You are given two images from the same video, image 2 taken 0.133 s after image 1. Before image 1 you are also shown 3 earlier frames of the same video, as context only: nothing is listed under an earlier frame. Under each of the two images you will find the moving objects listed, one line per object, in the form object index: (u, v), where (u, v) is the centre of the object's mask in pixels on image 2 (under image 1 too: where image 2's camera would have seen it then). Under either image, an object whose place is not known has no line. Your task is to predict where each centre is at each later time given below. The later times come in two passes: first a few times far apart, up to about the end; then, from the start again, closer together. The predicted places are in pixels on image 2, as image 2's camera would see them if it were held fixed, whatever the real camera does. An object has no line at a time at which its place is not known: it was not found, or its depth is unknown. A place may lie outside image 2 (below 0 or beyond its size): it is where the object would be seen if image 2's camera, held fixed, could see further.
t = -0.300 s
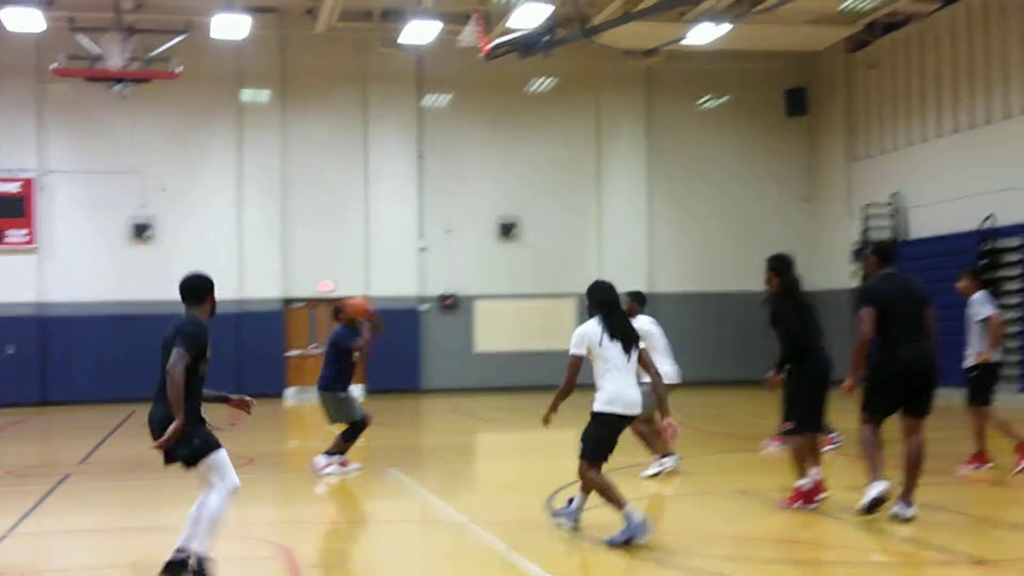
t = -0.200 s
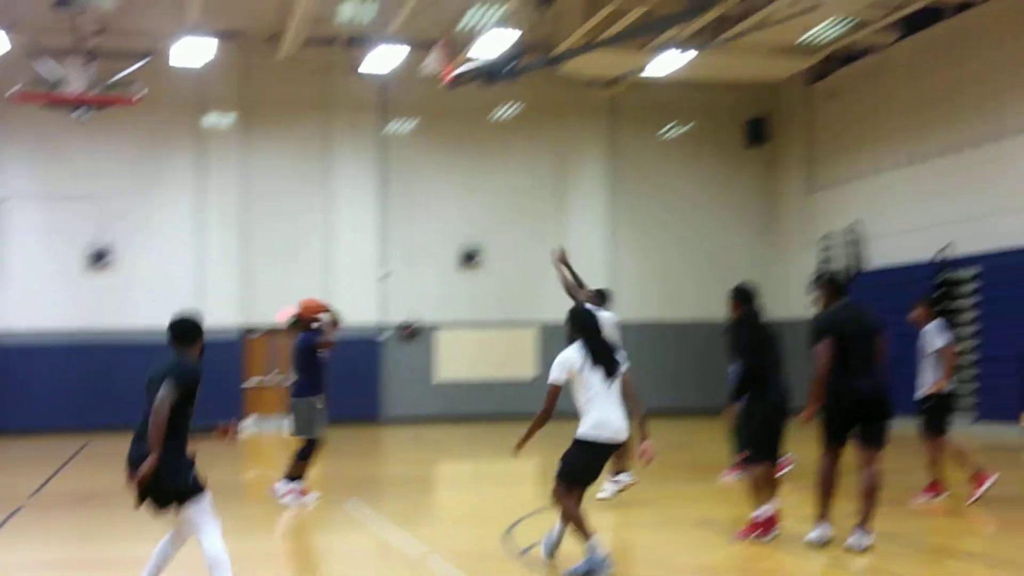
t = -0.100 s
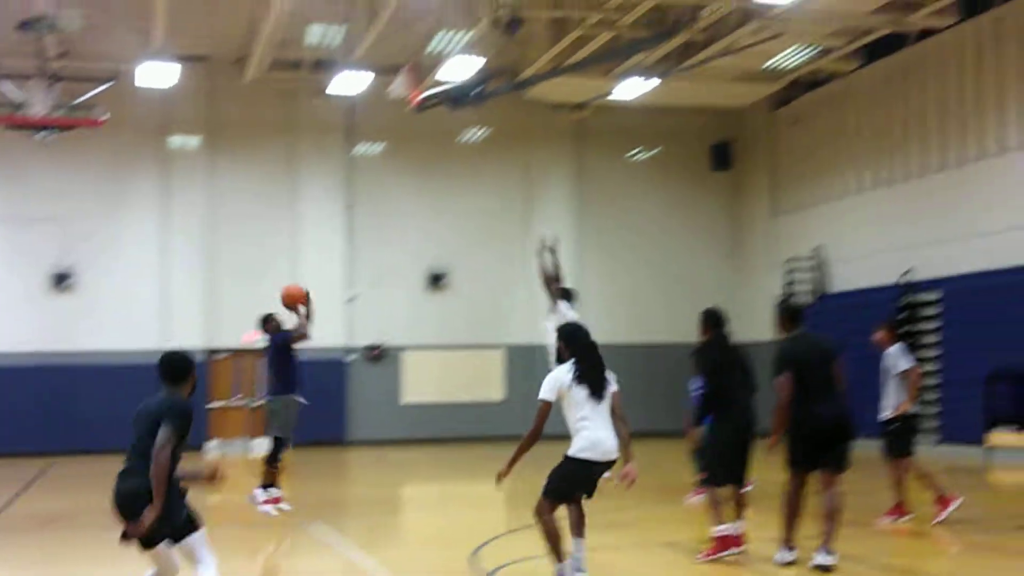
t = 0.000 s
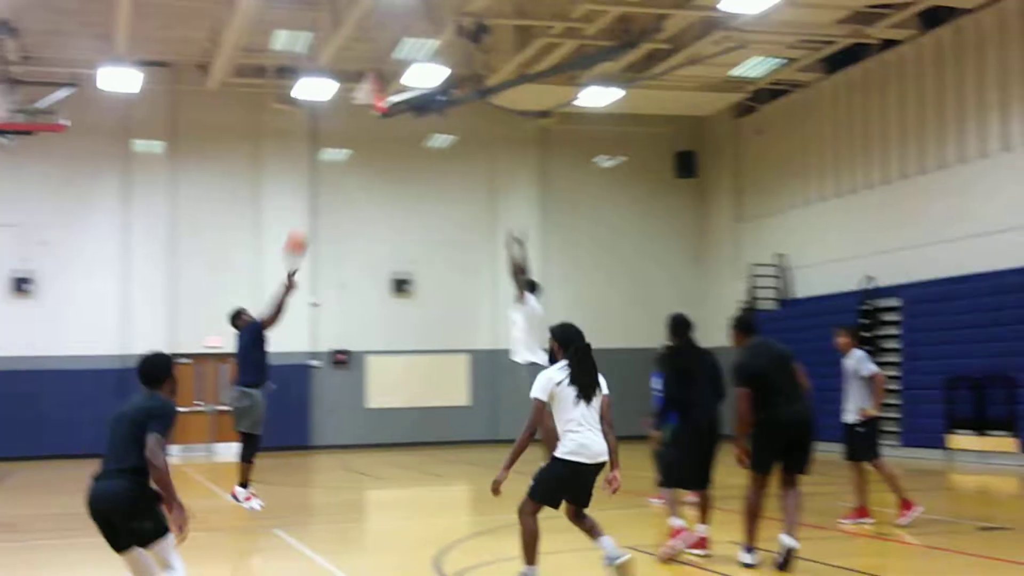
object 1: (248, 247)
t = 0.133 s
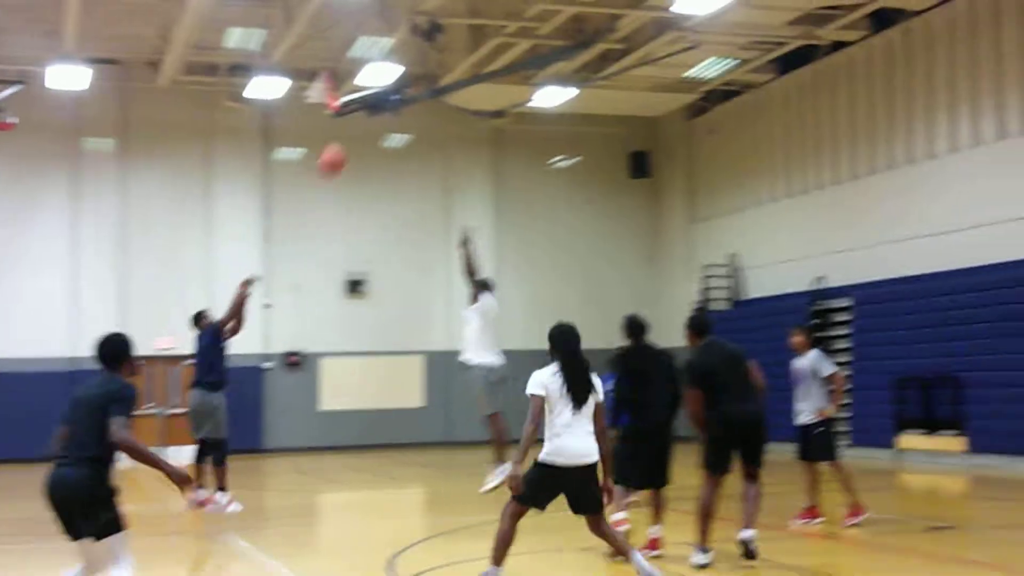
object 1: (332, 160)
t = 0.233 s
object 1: (395, 107)
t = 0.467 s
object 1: (546, 21)
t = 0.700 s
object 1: (703, -18)
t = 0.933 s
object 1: (877, 9)
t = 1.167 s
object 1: (1064, 95)
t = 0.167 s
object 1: (353, 142)
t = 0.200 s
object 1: (375, 124)
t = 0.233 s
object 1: (395, 107)
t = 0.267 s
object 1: (416, 92)
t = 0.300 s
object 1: (437, 79)
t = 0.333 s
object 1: (459, 64)
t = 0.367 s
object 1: (480, 53)
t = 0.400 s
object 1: (502, 41)
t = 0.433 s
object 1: (524, 30)
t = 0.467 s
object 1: (546, 21)
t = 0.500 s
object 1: (569, 13)
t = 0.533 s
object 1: (591, 6)
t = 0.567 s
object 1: (613, -1)
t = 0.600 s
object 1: (635, -5)
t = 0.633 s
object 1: (658, -9)
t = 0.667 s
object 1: (678, -15)
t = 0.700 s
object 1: (703, -18)
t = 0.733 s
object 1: (730, -18)
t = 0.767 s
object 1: (753, -14)
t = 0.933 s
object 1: (877, 9)
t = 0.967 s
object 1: (899, 17)
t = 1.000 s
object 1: (928, 26)
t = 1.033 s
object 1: (954, 37)
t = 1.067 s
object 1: (980, 49)
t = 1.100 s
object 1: (1007, 64)
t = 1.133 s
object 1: (1036, 78)
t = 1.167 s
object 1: (1064, 95)
